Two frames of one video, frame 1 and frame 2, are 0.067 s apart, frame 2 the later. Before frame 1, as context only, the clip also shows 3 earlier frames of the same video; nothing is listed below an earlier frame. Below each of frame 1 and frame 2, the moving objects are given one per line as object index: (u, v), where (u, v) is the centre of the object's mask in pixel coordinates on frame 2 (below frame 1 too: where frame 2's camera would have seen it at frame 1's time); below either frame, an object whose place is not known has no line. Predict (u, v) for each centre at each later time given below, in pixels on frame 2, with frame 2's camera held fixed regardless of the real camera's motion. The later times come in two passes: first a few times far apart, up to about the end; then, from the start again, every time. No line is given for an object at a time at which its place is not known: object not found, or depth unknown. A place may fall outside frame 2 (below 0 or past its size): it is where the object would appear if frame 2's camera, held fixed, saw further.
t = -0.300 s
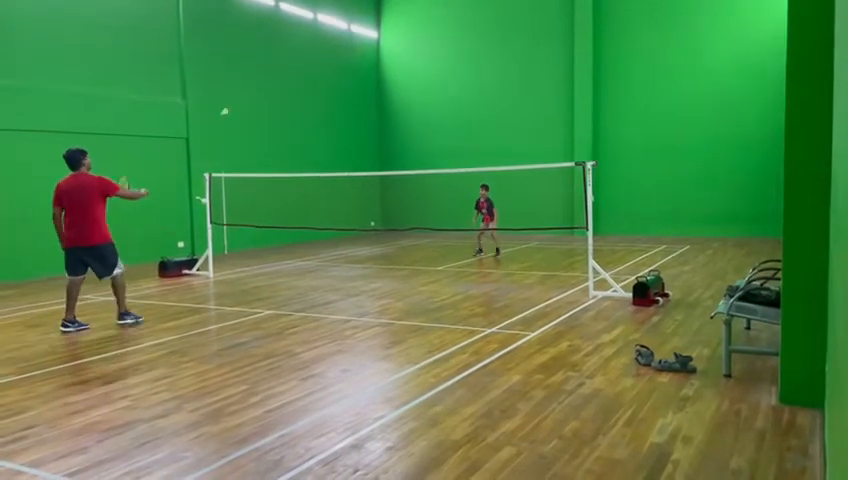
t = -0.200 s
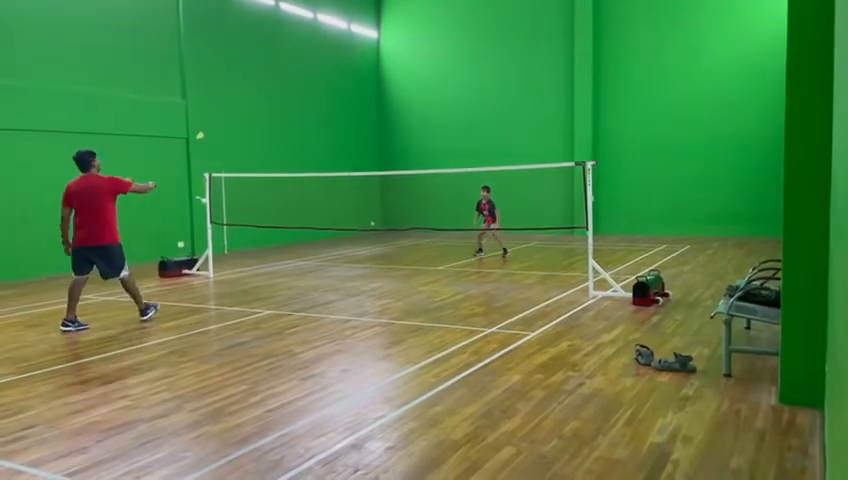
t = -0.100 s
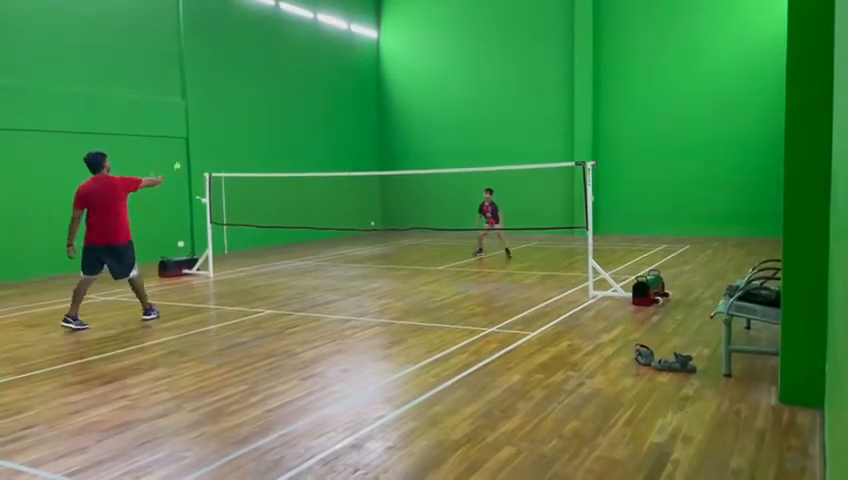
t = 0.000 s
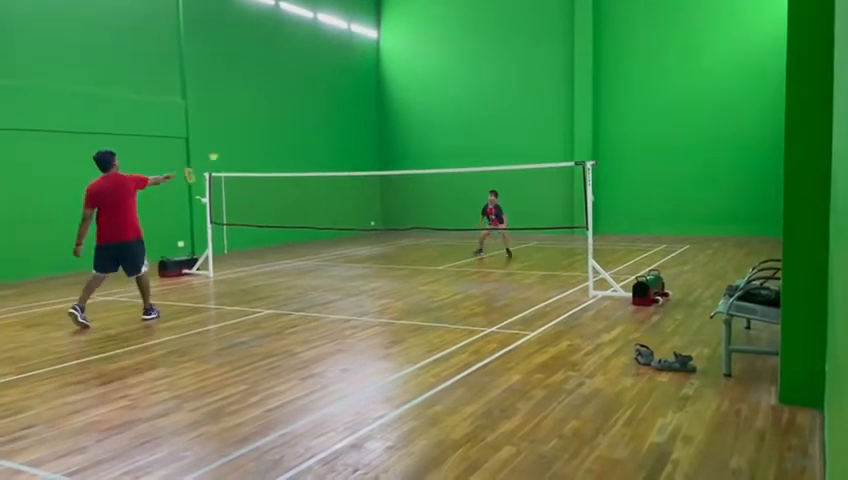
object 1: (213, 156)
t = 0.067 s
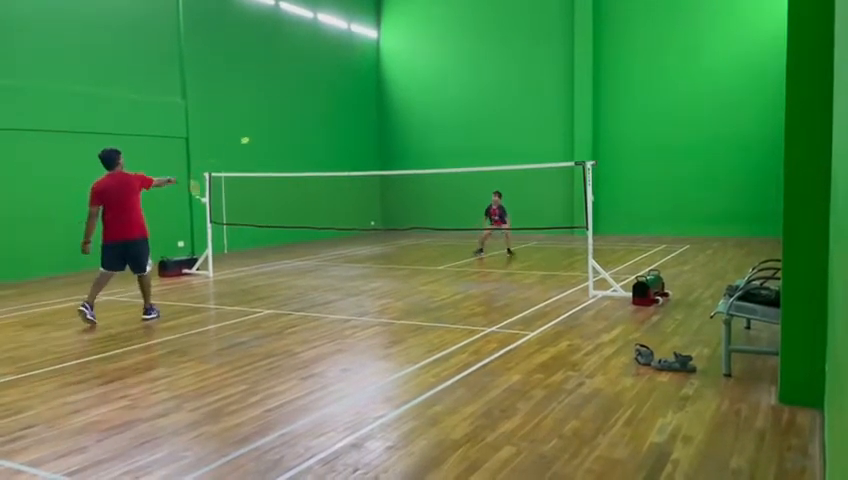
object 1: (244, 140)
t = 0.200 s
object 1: (301, 123)
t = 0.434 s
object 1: (377, 132)
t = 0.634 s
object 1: (426, 166)
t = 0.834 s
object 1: (465, 219)
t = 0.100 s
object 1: (260, 135)
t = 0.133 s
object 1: (275, 129)
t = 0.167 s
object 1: (289, 126)
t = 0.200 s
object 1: (301, 123)
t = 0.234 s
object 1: (313, 122)
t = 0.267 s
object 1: (325, 121)
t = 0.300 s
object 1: (336, 122)
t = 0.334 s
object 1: (347, 123)
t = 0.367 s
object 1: (358, 125)
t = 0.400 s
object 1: (367, 127)
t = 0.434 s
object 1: (377, 132)
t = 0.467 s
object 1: (386, 136)
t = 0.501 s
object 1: (394, 141)
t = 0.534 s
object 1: (403, 146)
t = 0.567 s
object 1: (412, 152)
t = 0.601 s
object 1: (419, 158)
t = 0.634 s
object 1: (426, 166)
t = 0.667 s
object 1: (434, 174)
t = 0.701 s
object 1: (440, 182)
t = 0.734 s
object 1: (447, 191)
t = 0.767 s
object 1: (453, 199)
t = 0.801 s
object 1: (459, 209)
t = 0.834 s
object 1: (465, 219)
